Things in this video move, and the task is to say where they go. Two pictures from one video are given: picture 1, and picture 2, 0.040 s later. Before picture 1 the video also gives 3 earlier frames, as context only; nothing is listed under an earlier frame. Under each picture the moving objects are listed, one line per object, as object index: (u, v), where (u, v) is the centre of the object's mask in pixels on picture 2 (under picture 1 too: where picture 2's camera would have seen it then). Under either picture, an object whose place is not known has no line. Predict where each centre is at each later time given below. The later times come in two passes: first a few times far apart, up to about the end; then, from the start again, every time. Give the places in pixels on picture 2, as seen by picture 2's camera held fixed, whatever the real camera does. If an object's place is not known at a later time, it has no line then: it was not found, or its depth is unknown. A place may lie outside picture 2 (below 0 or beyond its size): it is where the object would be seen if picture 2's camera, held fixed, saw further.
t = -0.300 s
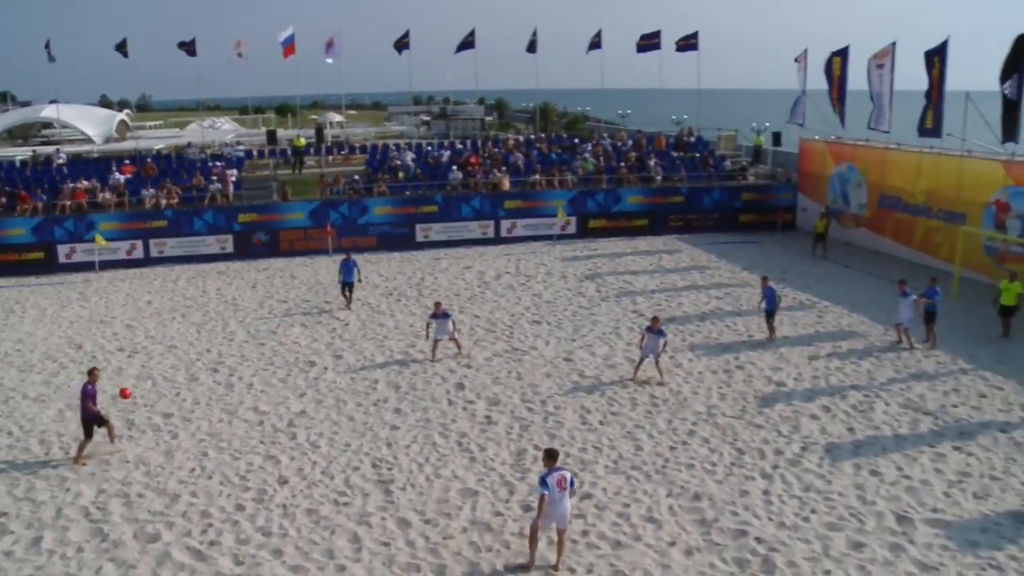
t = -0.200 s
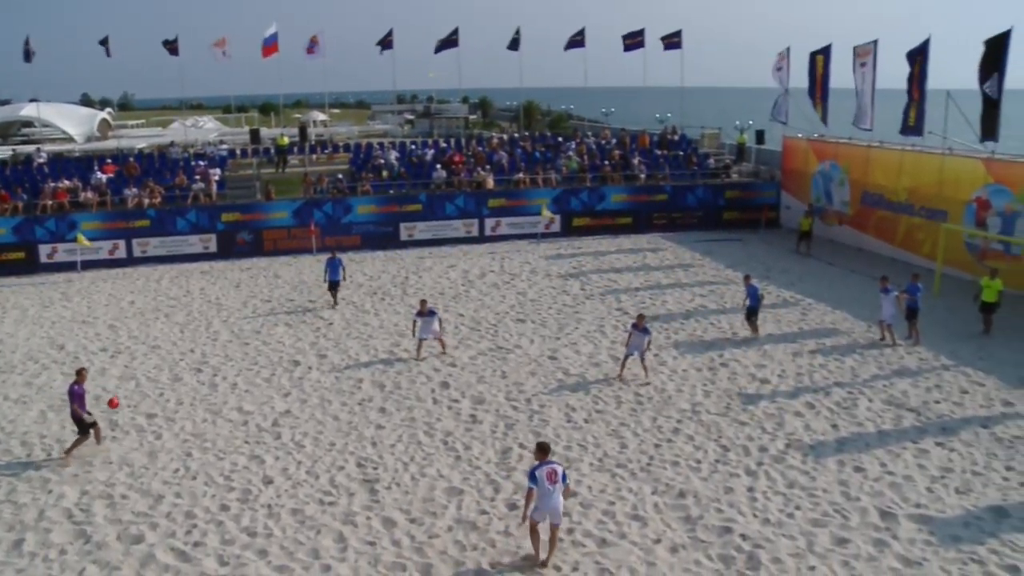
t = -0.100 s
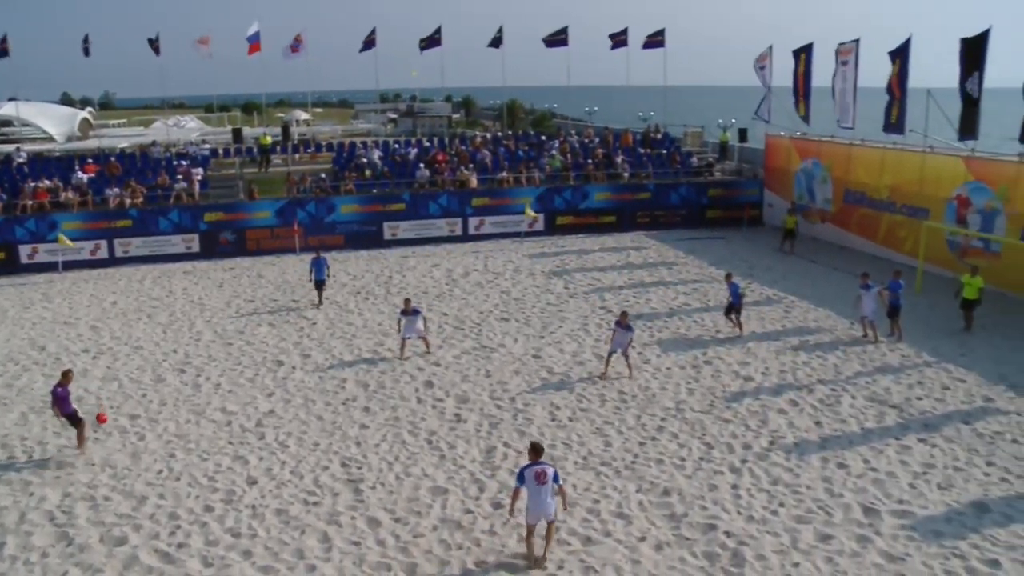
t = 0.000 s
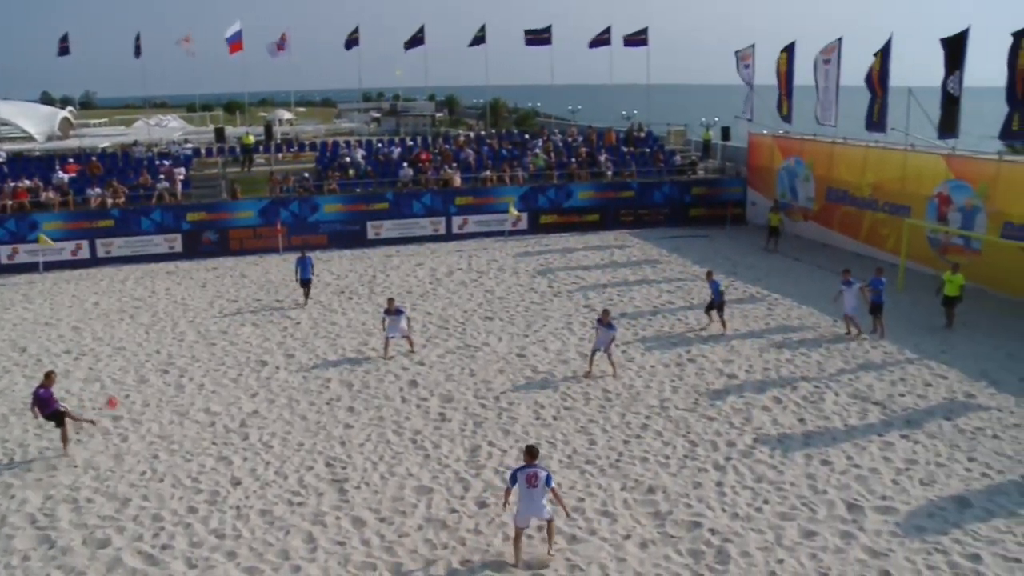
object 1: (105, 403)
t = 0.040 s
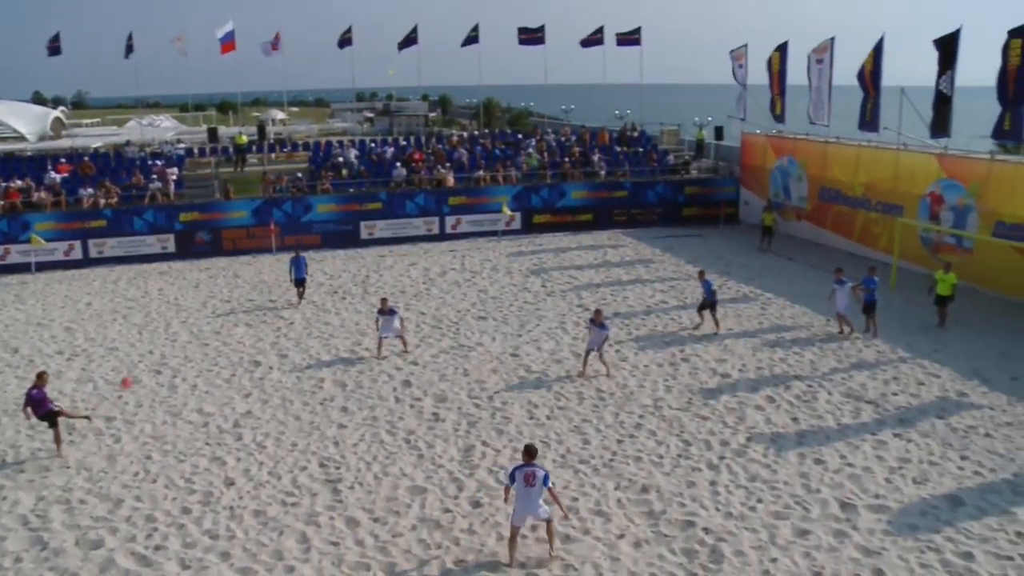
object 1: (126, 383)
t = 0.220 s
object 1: (213, 304)
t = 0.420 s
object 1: (304, 242)
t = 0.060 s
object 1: (136, 373)
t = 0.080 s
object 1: (146, 363)
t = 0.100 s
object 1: (156, 353)
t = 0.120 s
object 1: (166, 344)
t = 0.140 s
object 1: (174, 336)
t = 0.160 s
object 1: (184, 326)
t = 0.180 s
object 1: (194, 319)
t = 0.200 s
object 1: (204, 311)
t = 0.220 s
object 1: (213, 304)
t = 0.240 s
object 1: (223, 296)
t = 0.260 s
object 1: (232, 288)
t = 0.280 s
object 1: (241, 282)
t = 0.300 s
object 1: (250, 276)
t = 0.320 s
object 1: (259, 269)
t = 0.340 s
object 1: (267, 263)
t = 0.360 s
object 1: (276, 258)
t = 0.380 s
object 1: (287, 252)
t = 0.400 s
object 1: (295, 247)
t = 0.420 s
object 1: (304, 242)
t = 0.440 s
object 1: (313, 238)
